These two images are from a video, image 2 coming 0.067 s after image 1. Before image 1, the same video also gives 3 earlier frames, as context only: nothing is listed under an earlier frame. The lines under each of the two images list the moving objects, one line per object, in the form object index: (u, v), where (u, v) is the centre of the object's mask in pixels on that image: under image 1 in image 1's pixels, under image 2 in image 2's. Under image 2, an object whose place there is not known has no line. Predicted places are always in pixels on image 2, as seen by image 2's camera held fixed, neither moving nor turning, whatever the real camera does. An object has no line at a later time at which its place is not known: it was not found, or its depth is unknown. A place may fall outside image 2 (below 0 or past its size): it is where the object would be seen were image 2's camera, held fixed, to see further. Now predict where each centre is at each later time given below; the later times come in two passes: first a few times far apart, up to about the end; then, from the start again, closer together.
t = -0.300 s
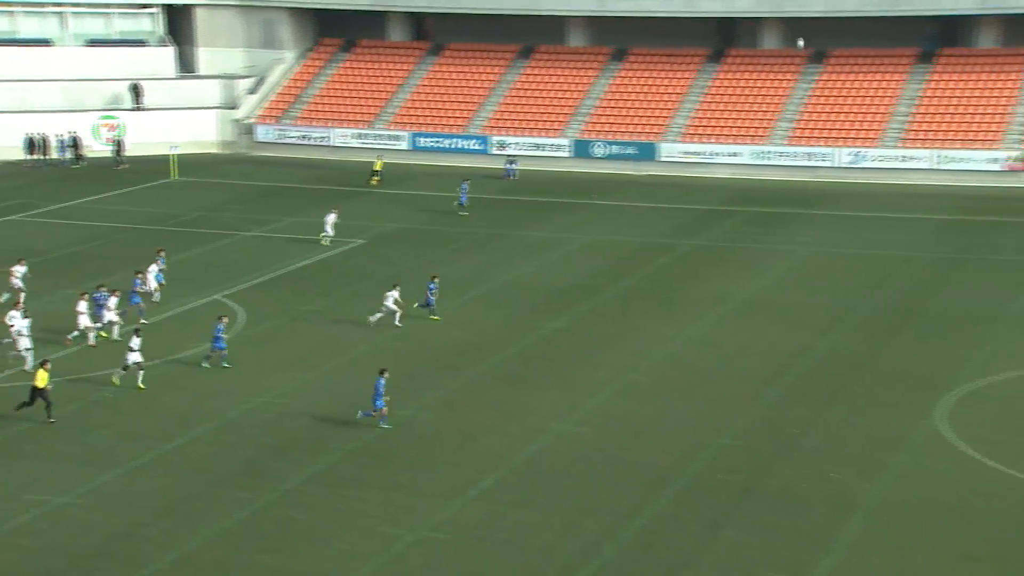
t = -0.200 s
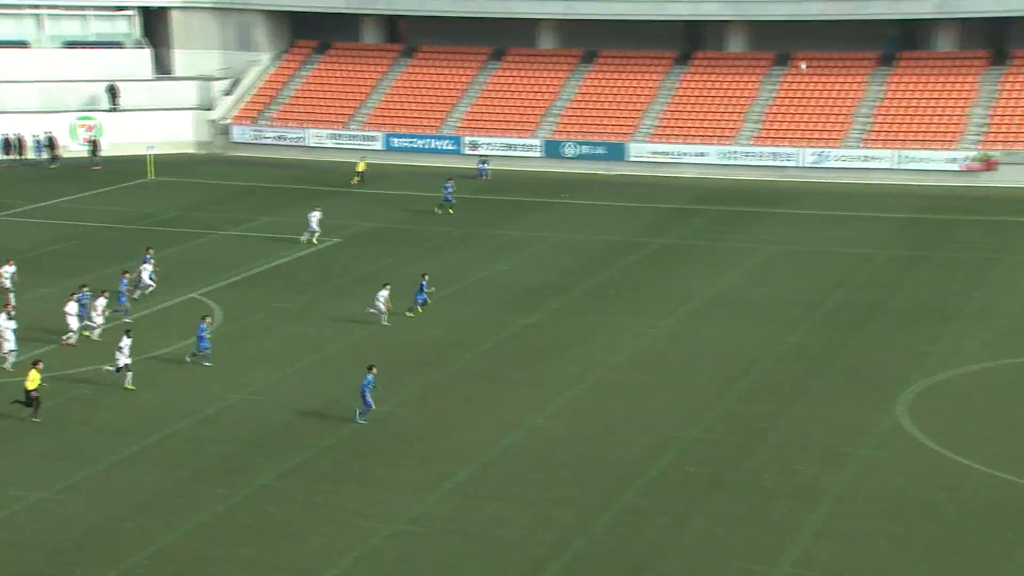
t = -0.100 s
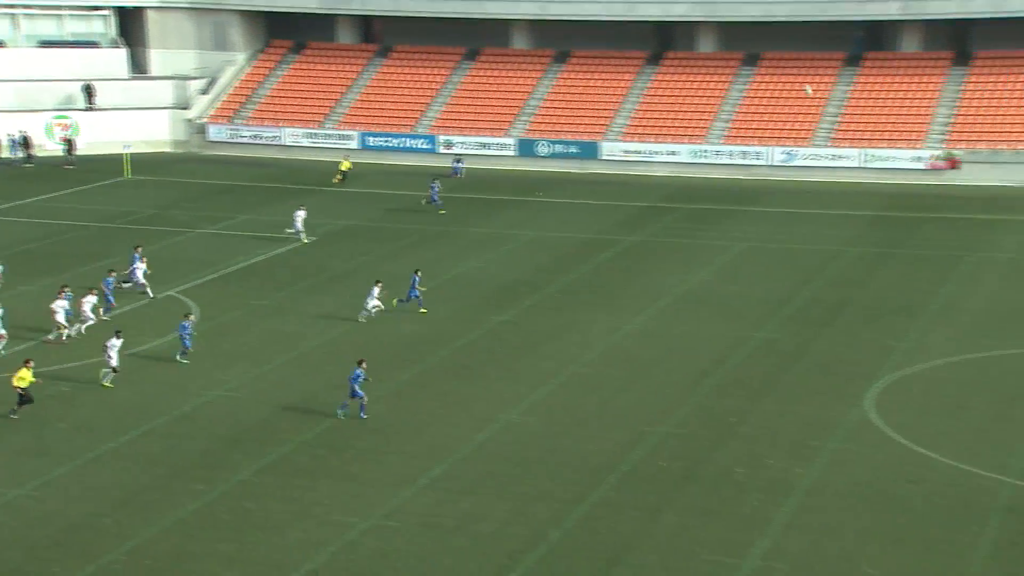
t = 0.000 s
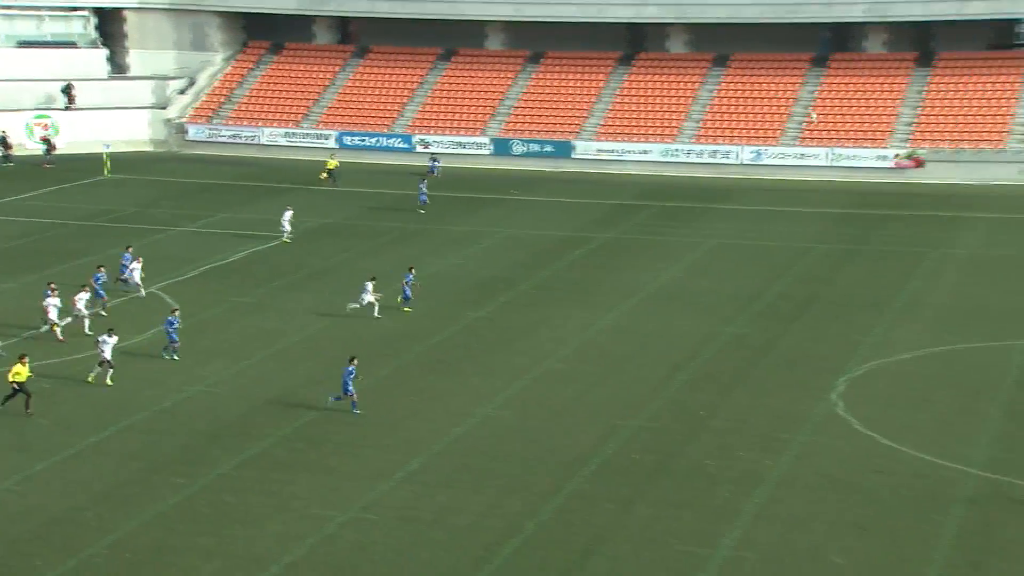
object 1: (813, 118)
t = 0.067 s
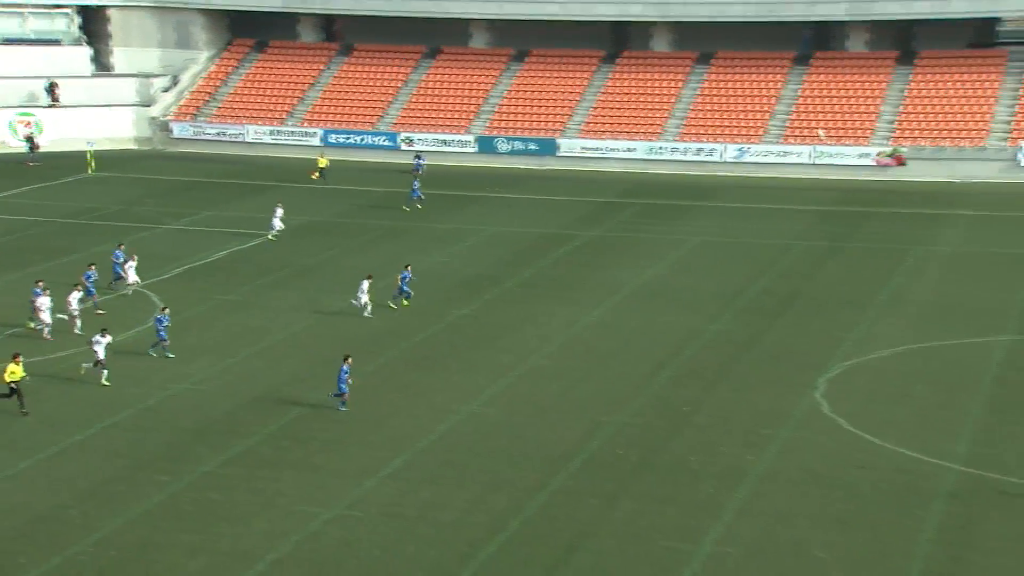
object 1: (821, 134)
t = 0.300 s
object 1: (908, 211)
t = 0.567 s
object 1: (1008, 317)
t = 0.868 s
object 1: (1098, 349)
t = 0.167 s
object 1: (859, 168)
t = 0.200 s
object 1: (870, 177)
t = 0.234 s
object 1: (883, 188)
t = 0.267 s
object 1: (895, 199)
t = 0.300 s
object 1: (908, 211)
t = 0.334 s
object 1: (921, 223)
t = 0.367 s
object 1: (933, 236)
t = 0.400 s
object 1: (945, 249)
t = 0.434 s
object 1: (957, 262)
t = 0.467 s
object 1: (970, 276)
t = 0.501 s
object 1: (983, 289)
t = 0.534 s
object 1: (996, 303)
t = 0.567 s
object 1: (1008, 317)
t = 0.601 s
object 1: (1021, 332)
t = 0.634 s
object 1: (1034, 347)
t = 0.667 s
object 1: (1046, 362)
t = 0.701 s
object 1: (1059, 378)
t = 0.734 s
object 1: (1071, 388)
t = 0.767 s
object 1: (1077, 378)
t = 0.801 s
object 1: (1084, 368)
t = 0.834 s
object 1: (1091, 359)
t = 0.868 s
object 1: (1098, 349)
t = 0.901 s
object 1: (1104, 340)
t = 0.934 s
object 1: (1111, 332)
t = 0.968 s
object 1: (1118, 323)
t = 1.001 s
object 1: (1125, 315)
